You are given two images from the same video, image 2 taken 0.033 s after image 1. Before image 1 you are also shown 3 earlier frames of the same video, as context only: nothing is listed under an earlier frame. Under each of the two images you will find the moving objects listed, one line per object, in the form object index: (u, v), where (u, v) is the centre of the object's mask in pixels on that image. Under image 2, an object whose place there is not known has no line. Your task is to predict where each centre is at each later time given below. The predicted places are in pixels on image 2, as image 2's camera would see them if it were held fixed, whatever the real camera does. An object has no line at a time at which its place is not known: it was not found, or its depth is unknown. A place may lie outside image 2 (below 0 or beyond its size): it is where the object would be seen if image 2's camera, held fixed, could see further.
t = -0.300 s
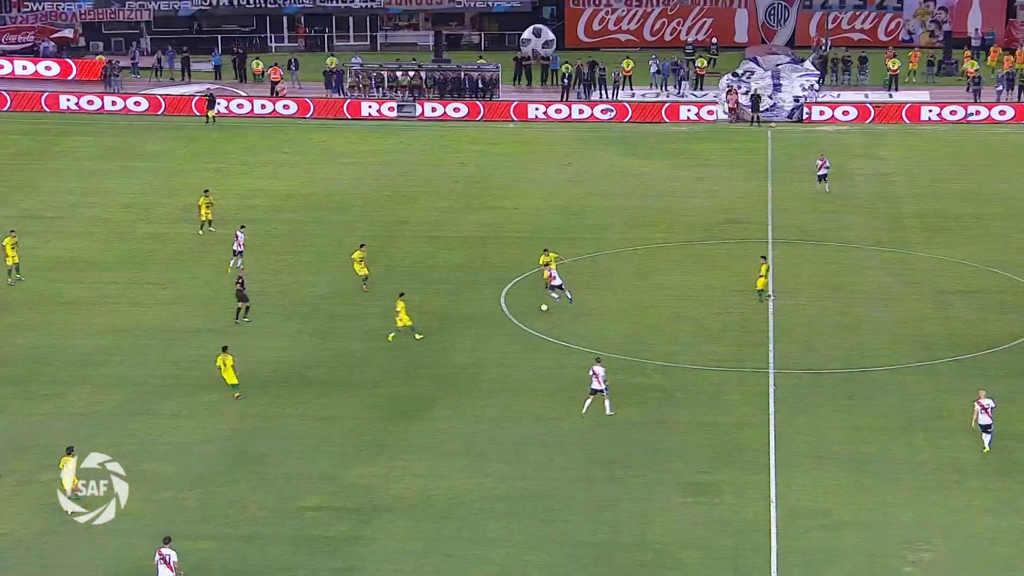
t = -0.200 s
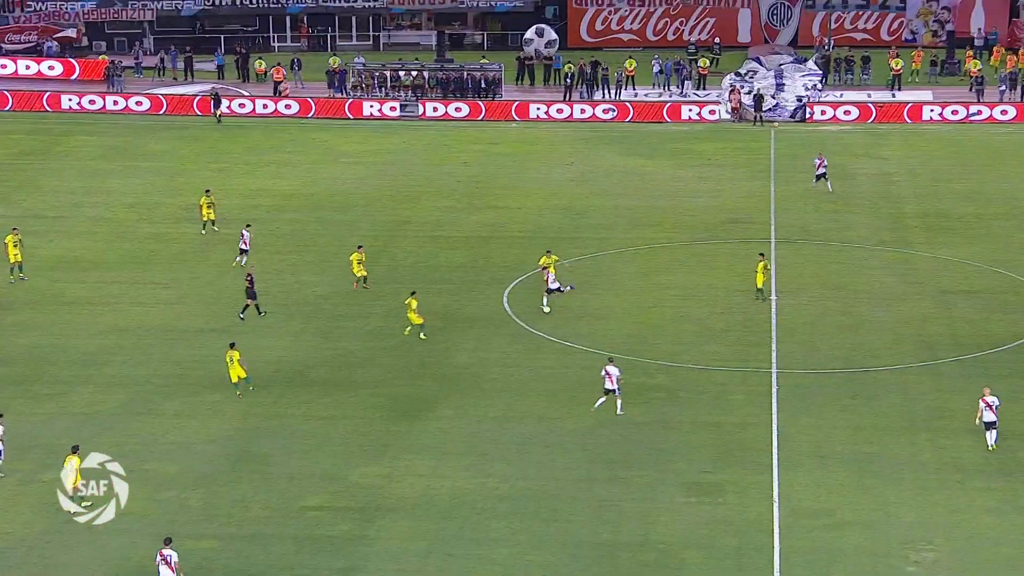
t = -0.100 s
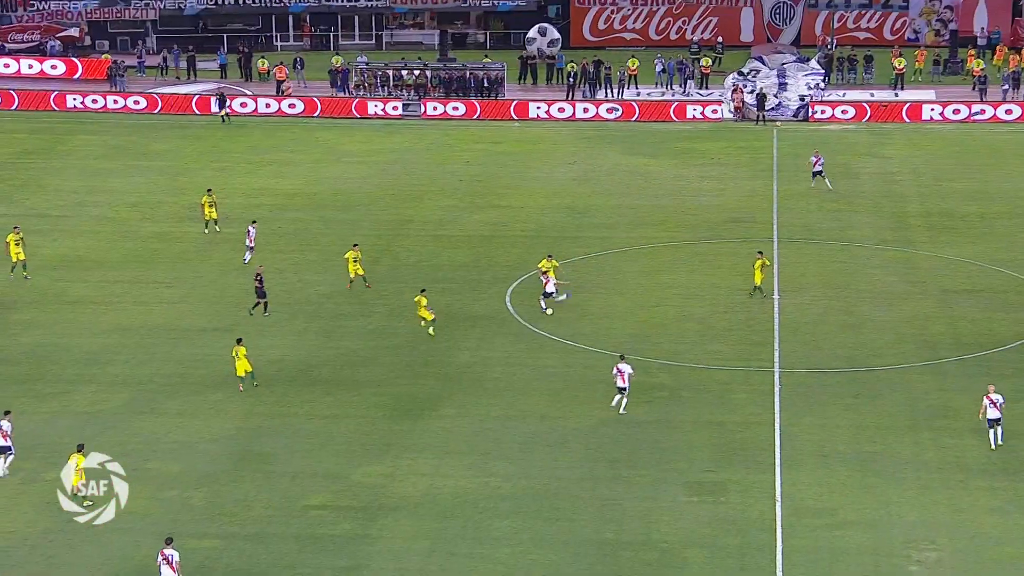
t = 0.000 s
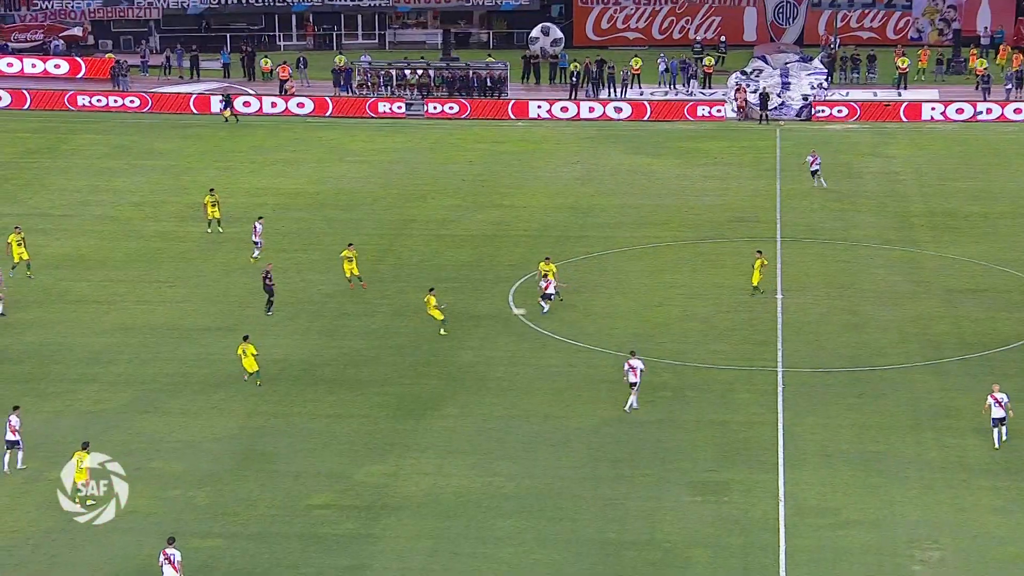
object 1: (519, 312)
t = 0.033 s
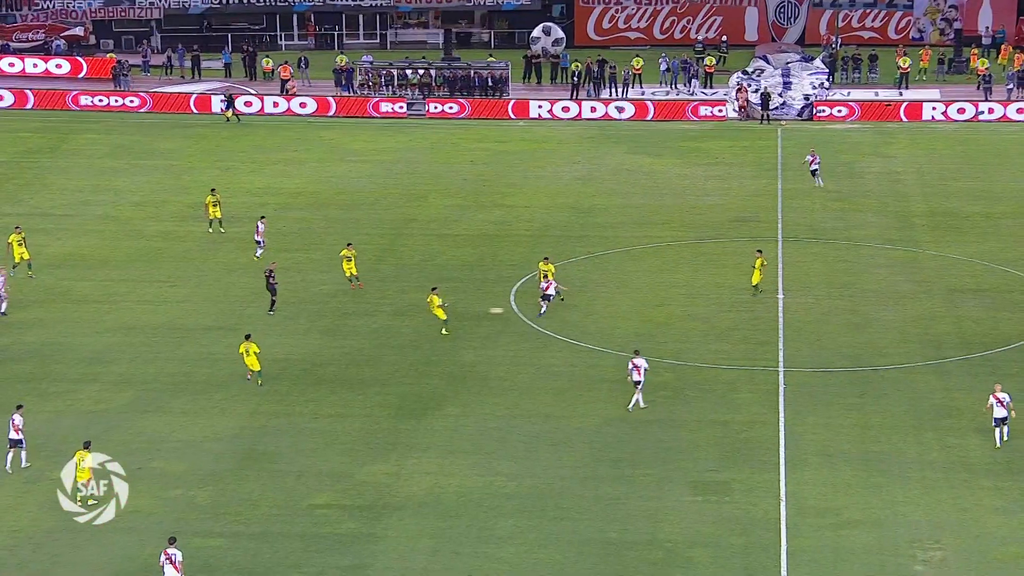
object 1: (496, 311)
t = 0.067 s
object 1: (473, 310)
